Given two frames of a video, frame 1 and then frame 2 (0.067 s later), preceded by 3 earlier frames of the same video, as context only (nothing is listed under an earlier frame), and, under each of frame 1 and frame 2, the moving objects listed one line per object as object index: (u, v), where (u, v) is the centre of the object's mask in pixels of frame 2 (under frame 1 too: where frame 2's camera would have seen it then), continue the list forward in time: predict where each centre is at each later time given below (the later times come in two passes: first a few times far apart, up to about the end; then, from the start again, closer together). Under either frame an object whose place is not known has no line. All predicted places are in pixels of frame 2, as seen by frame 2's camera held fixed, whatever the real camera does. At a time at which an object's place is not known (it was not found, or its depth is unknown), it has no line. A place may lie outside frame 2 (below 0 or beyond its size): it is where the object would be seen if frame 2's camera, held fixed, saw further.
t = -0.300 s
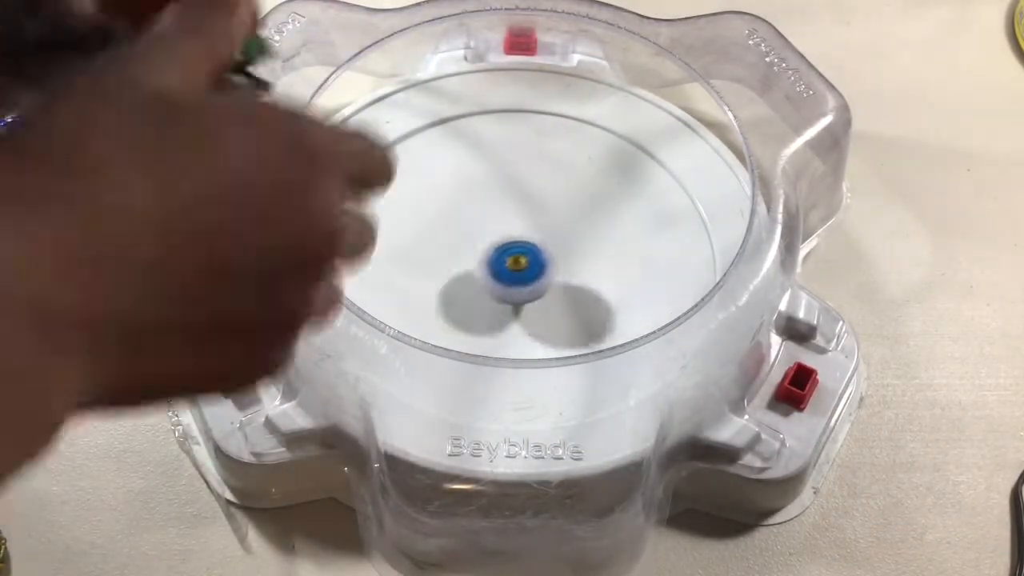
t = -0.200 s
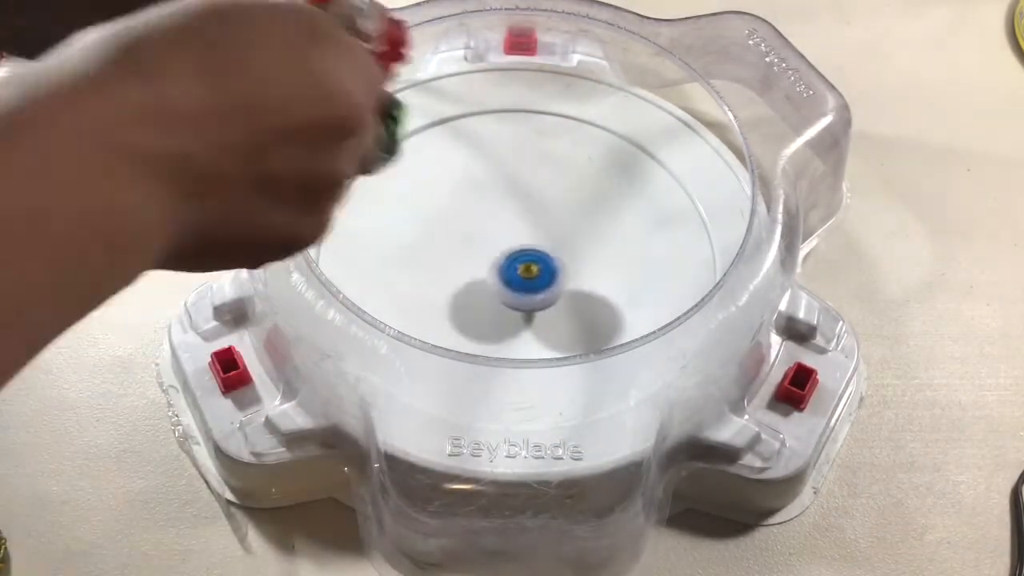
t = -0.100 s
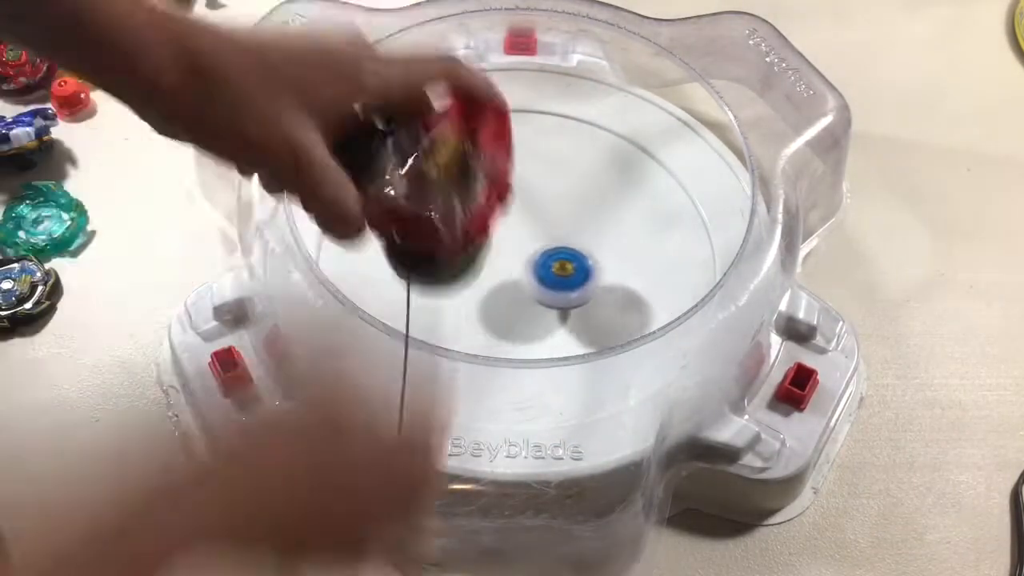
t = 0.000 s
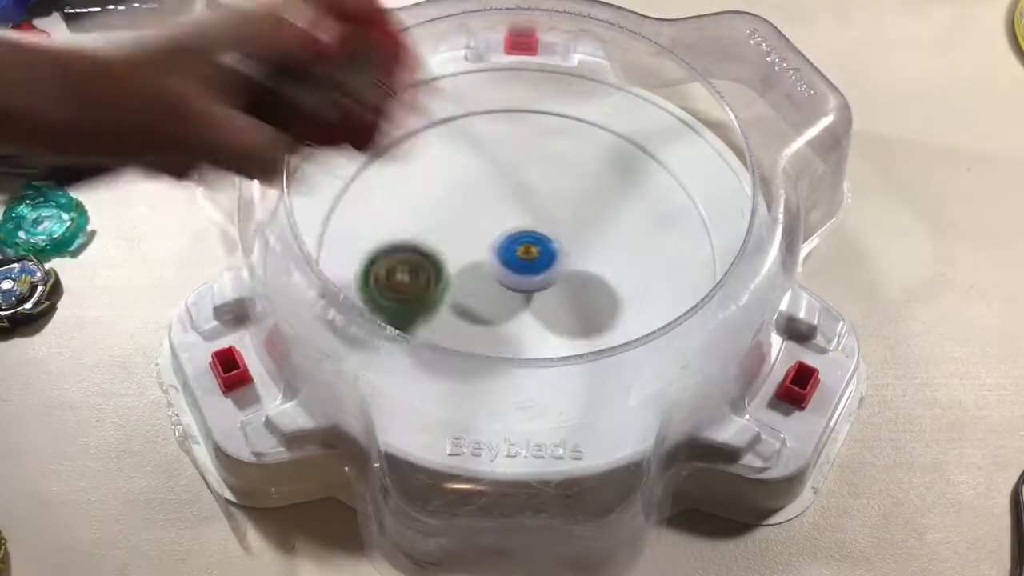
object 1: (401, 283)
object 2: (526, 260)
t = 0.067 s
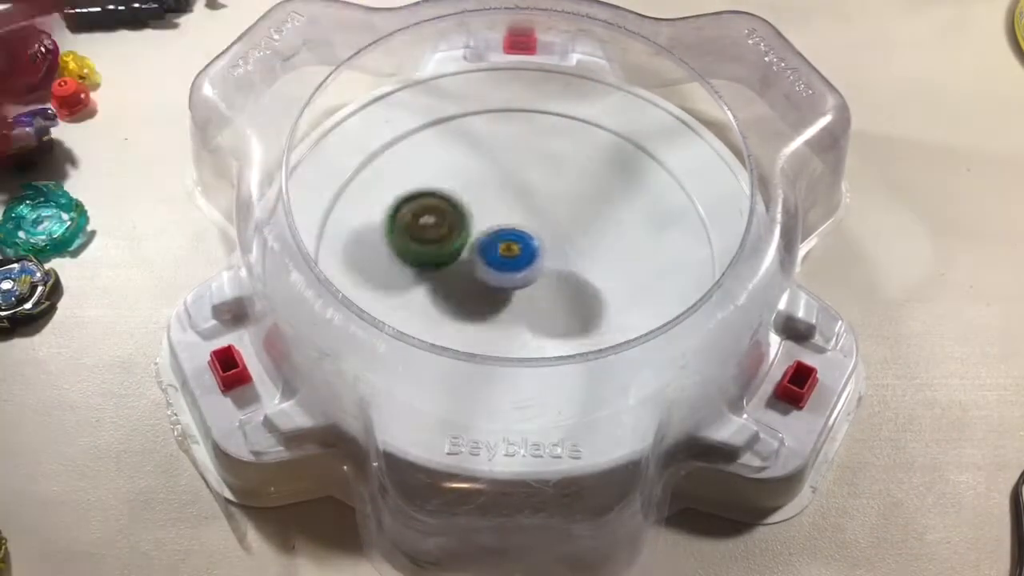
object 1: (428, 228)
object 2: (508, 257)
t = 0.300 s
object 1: (511, 198)
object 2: (534, 279)
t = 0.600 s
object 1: (544, 206)
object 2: (557, 280)
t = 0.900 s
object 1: (449, 220)
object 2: (500, 289)
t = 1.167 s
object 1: (618, 144)
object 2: (576, 270)
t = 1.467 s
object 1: (500, 385)
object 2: (518, 259)
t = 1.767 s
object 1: (494, 71)
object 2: (507, 249)
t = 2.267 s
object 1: (443, 106)
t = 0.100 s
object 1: (448, 208)
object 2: (511, 266)
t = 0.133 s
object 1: (470, 197)
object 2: (521, 277)
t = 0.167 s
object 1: (486, 193)
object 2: (529, 286)
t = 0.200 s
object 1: (500, 195)
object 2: (535, 289)
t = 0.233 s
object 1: (509, 202)
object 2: (538, 283)
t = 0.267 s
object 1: (512, 206)
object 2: (538, 276)
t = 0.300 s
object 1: (511, 198)
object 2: (534, 279)
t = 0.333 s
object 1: (506, 193)
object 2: (525, 277)
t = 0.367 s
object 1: (498, 192)
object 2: (518, 275)
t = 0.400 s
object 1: (492, 195)
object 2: (517, 275)
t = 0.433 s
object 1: (485, 205)
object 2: (518, 278)
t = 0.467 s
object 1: (483, 215)
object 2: (524, 282)
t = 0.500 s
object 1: (489, 221)
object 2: (534, 288)
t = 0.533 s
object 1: (507, 222)
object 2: (546, 292)
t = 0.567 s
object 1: (528, 216)
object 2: (555, 288)
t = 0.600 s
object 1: (544, 206)
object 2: (557, 280)
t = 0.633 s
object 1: (553, 192)
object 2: (553, 266)
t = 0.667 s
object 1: (553, 175)
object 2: (543, 249)
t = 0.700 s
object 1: (545, 161)
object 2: (527, 235)
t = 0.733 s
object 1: (528, 150)
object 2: (509, 227)
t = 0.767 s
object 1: (504, 146)
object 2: (492, 225)
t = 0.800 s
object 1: (477, 153)
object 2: (482, 228)
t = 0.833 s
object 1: (454, 169)
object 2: (480, 239)
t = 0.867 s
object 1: (444, 190)
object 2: (484, 262)
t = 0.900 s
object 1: (449, 220)
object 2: (500, 289)
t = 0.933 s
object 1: (466, 248)
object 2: (527, 312)
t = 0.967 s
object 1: (487, 258)
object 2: (574, 329)
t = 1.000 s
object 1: (519, 266)
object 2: (608, 348)
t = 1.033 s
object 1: (557, 264)
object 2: (628, 339)
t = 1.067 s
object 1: (591, 249)
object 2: (629, 310)
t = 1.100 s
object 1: (614, 220)
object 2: (623, 298)
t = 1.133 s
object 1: (622, 183)
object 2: (606, 286)
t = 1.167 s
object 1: (618, 144)
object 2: (576, 270)
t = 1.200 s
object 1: (594, 111)
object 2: (547, 252)
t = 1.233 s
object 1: (550, 104)
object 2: (520, 236)
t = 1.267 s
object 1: (503, 110)
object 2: (499, 224)
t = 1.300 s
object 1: (455, 130)
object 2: (486, 222)
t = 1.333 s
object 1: (417, 168)
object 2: (479, 220)
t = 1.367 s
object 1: (399, 221)
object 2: (486, 224)
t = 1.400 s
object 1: (401, 278)
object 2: (493, 235)
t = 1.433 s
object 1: (434, 339)
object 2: (505, 247)
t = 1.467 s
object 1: (500, 385)
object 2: (518, 259)
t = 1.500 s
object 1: (586, 394)
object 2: (534, 274)
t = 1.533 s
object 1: (662, 364)
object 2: (544, 286)
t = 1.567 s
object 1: (721, 315)
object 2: (550, 288)
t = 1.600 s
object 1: (719, 246)
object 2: (549, 283)
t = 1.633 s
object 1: (722, 196)
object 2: (543, 276)
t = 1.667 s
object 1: (695, 139)
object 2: (532, 267)
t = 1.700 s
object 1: (643, 97)
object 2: (522, 258)
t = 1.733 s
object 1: (573, 76)
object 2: (514, 252)
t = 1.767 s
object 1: (494, 71)
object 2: (507, 249)
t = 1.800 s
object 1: (418, 84)
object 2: (498, 249)
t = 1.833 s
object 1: (351, 116)
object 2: (489, 255)
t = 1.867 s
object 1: (300, 168)
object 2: (485, 263)
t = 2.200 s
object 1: (596, 111)
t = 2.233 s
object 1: (519, 97)
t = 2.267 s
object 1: (443, 106)
